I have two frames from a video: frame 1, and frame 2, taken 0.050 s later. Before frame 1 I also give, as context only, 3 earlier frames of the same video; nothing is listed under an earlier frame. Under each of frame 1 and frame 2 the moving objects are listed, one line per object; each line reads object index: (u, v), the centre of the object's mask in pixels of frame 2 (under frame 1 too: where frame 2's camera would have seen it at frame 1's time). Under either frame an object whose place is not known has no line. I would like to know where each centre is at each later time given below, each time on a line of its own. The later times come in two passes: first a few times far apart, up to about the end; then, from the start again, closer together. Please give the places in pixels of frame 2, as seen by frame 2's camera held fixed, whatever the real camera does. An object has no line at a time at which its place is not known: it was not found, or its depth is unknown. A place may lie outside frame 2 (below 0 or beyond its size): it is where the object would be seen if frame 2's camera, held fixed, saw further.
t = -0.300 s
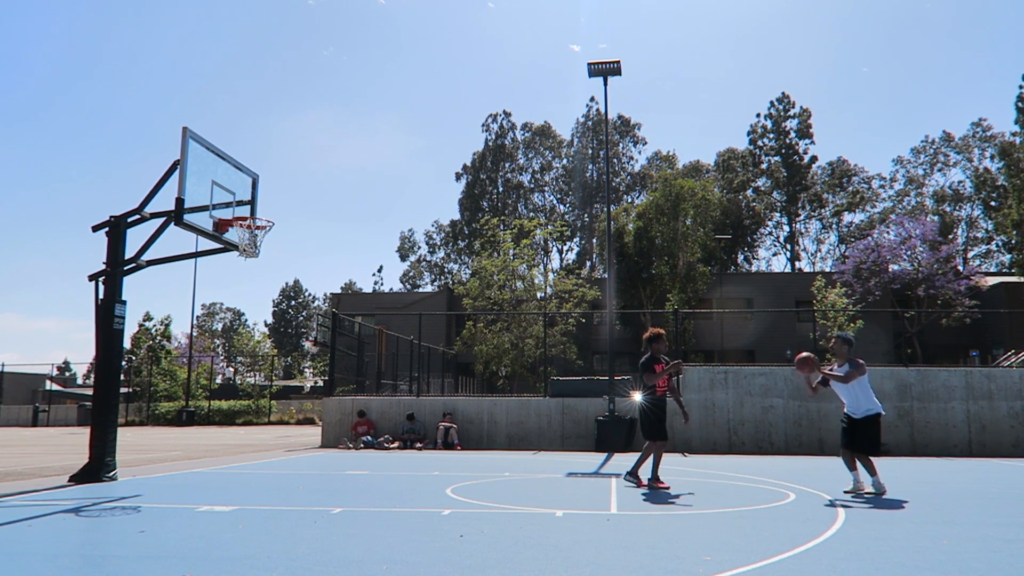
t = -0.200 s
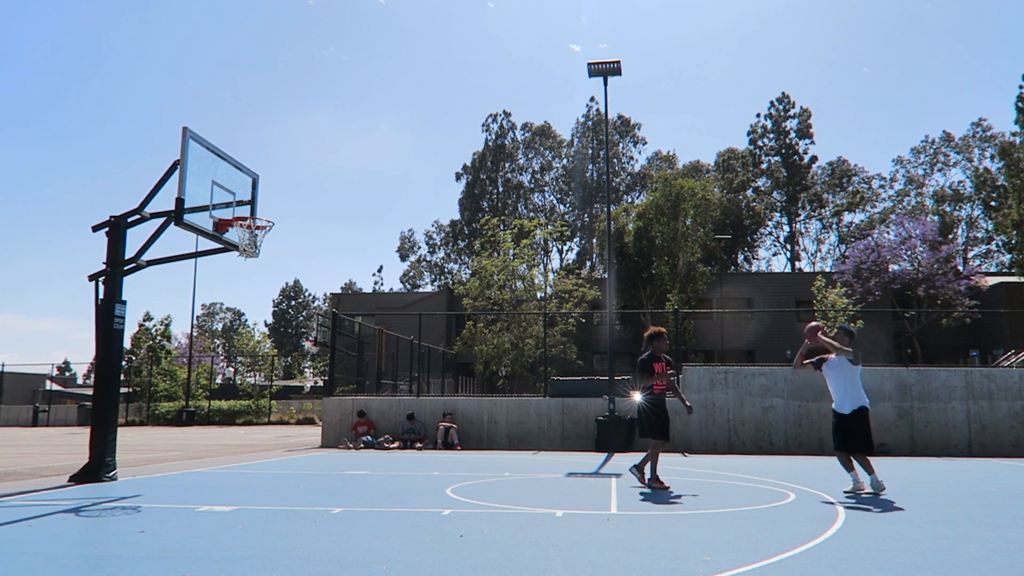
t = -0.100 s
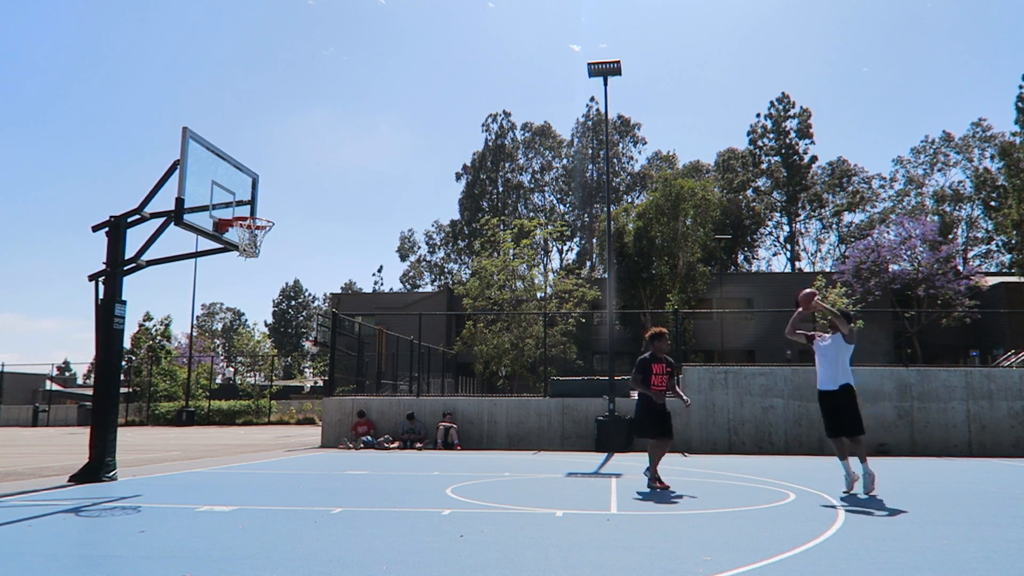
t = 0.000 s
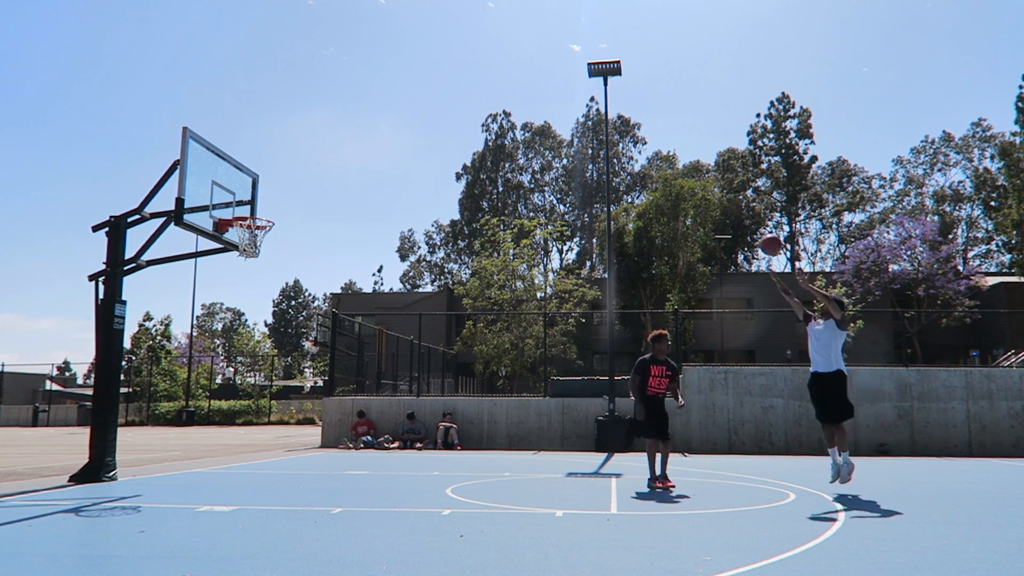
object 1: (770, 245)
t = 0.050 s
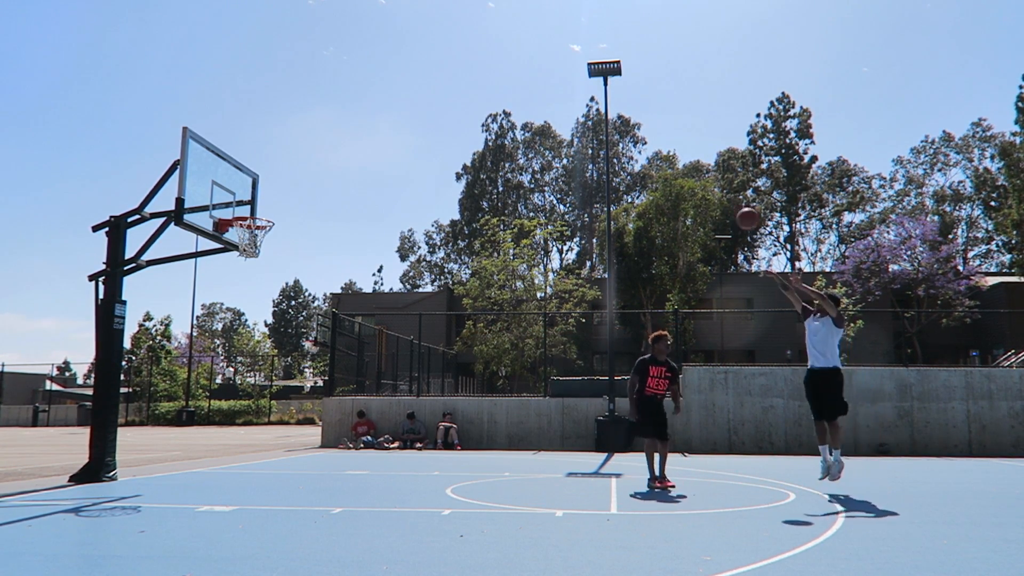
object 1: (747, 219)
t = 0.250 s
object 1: (659, 138)
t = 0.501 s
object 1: (555, 88)
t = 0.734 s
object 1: (463, 87)
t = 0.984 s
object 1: (368, 133)
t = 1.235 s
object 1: (280, 219)
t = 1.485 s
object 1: (333, 218)
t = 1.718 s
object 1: (374, 256)
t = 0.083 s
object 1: (733, 203)
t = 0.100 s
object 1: (724, 195)
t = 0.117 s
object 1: (716, 188)
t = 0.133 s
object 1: (709, 180)
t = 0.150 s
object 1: (702, 173)
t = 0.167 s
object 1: (695, 167)
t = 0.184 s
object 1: (688, 161)
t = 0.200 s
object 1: (680, 155)
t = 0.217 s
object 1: (673, 149)
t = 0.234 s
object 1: (666, 144)
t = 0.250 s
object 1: (659, 138)
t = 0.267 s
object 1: (651, 133)
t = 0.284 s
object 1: (645, 128)
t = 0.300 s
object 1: (637, 124)
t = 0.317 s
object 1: (631, 119)
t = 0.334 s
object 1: (624, 116)
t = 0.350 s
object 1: (617, 112)
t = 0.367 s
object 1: (610, 109)
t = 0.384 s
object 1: (603, 105)
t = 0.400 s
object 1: (596, 102)
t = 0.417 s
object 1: (589, 99)
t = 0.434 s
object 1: (583, 97)
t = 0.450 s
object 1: (576, 94)
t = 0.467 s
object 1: (569, 92)
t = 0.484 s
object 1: (562, 90)
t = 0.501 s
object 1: (555, 88)
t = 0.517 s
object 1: (549, 87)
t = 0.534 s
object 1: (542, 86)
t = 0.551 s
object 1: (535, 84)
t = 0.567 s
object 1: (529, 84)
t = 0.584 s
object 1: (522, 83)
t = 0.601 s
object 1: (516, 83)
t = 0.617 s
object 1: (509, 82)
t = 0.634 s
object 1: (502, 82)
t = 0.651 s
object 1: (496, 83)
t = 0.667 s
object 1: (489, 83)
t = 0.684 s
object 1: (483, 84)
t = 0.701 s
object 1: (476, 85)
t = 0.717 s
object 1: (470, 86)
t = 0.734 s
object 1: (463, 87)
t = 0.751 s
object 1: (457, 89)
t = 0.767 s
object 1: (451, 91)
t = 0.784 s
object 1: (444, 93)
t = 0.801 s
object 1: (438, 95)
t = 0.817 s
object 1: (431, 97)
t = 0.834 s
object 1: (425, 100)
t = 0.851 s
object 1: (419, 103)
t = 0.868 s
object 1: (412, 106)
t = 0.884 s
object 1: (406, 109)
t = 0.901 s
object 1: (400, 113)
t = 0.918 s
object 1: (393, 116)
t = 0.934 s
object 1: (387, 120)
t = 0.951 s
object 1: (381, 124)
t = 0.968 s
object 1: (374, 129)
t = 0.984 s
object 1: (368, 133)
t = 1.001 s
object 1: (361, 138)
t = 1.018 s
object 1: (355, 143)
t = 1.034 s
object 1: (349, 148)
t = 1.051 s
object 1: (342, 153)
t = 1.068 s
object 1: (336, 159)
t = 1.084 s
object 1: (330, 165)
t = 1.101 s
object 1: (323, 171)
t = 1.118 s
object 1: (316, 177)
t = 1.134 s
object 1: (310, 183)
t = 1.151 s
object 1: (304, 190)
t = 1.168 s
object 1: (297, 197)
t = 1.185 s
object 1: (291, 204)
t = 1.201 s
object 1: (285, 211)
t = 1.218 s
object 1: (279, 218)
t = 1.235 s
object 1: (280, 219)
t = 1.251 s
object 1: (284, 218)
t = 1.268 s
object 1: (287, 216)
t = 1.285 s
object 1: (291, 215)
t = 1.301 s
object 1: (295, 214)
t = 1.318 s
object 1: (299, 213)
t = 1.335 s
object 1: (302, 213)
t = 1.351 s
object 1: (306, 213)
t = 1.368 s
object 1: (309, 212)
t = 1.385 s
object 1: (313, 213)
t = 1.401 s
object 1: (316, 213)
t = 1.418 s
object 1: (319, 214)
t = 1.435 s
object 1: (323, 214)
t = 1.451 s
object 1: (326, 215)
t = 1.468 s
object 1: (329, 216)
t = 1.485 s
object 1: (333, 218)
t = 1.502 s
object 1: (336, 219)
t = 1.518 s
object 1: (339, 221)
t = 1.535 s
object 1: (342, 223)
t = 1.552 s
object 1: (345, 225)
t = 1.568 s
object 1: (348, 227)
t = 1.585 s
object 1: (351, 229)
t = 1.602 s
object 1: (354, 232)
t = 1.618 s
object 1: (357, 235)
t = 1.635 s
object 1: (360, 238)
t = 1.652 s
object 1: (363, 241)
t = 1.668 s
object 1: (366, 244)
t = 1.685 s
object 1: (368, 248)
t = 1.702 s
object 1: (371, 251)
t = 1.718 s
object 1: (374, 256)
